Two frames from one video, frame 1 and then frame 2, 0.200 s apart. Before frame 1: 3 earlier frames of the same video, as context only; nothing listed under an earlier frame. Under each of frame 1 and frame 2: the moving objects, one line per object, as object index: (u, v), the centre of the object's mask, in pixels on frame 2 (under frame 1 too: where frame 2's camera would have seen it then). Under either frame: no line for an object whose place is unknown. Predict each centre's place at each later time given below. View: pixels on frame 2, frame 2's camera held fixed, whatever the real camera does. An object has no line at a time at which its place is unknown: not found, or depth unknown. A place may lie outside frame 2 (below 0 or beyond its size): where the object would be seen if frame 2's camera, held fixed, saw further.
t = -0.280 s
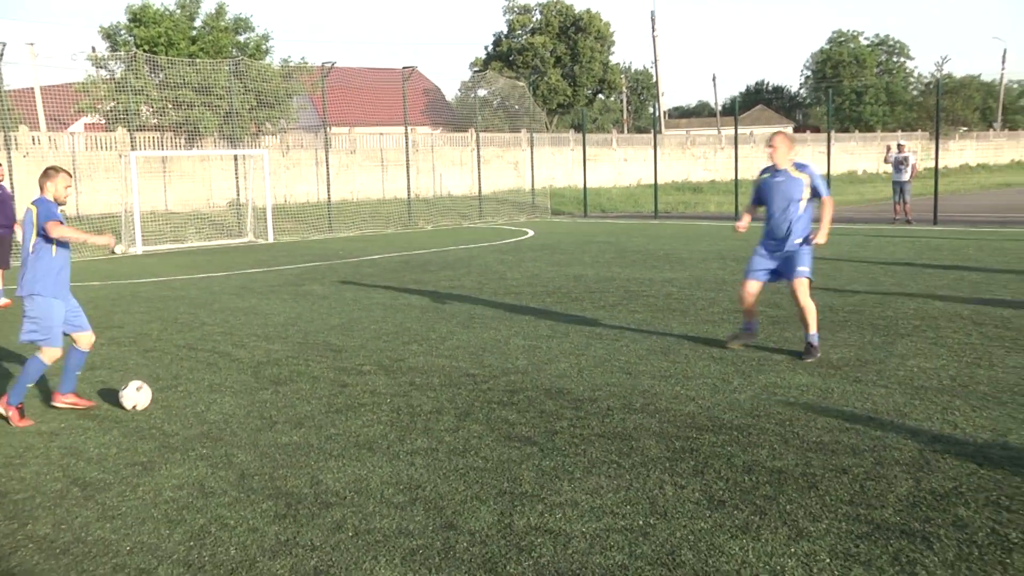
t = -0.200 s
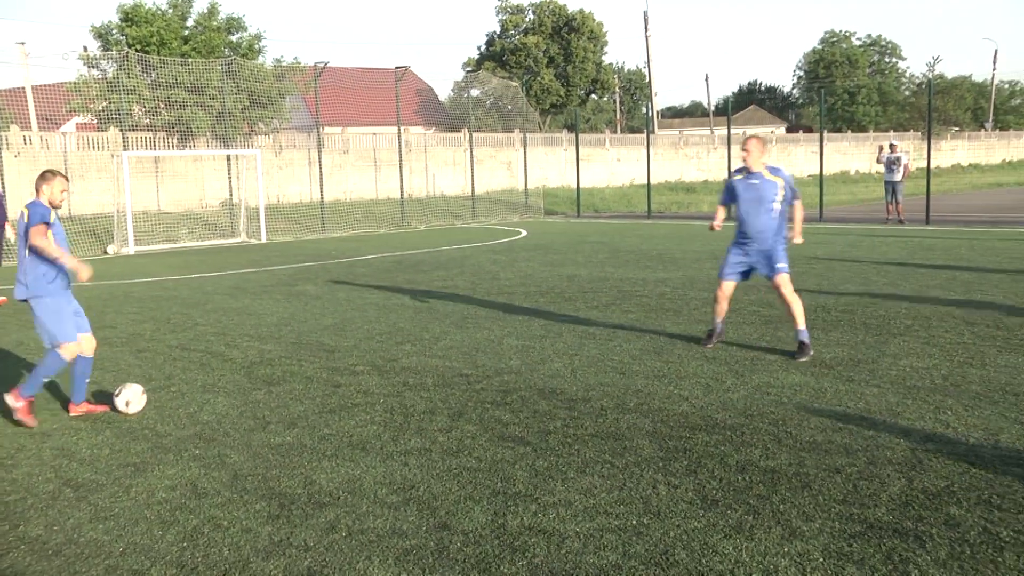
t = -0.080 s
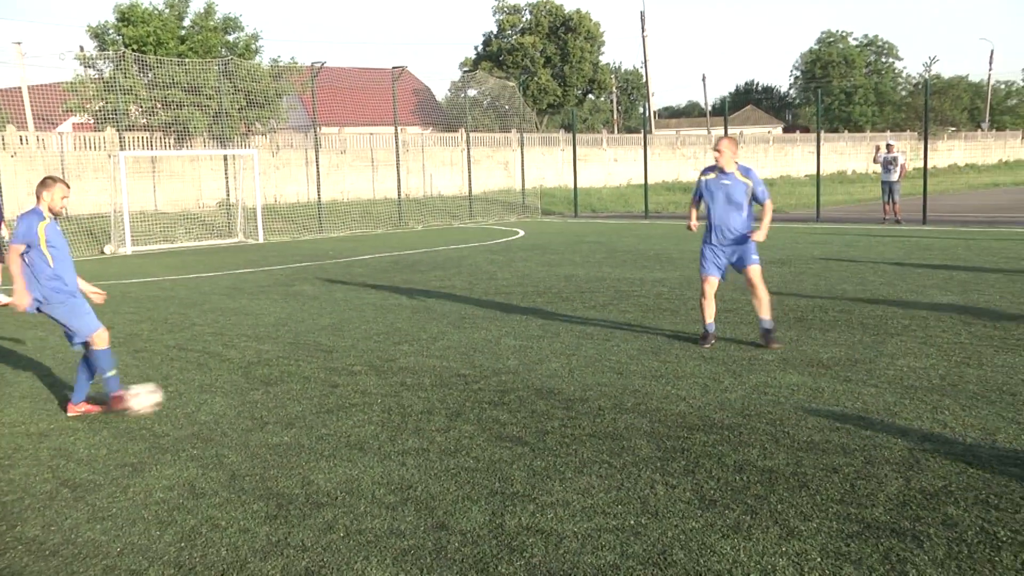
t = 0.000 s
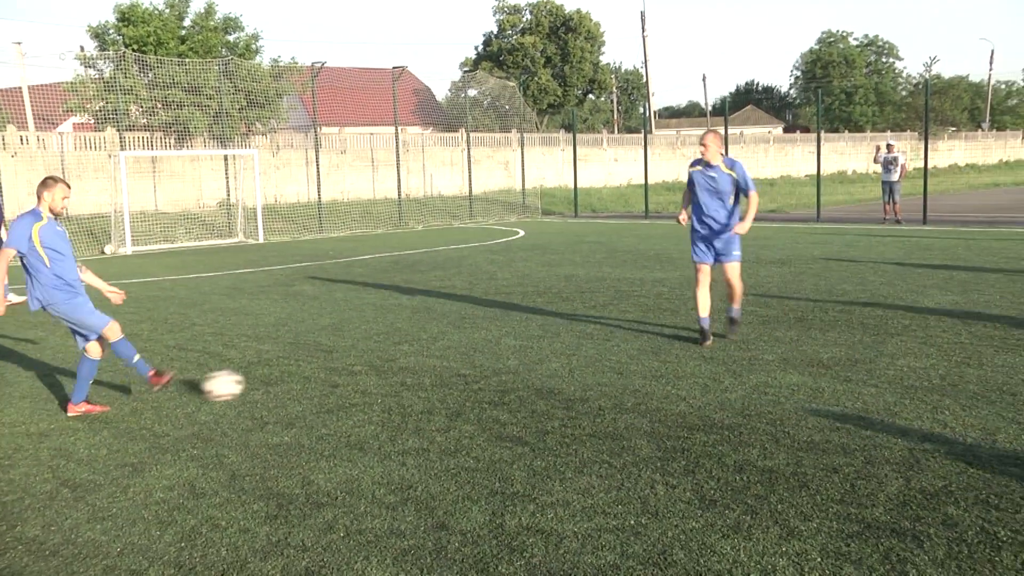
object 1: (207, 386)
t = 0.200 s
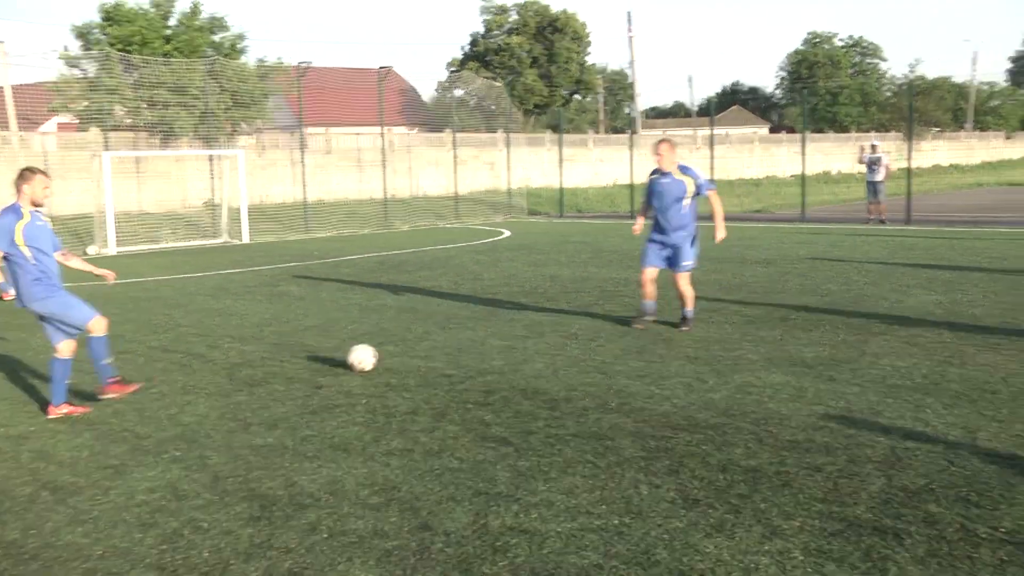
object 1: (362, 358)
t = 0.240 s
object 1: (386, 354)
